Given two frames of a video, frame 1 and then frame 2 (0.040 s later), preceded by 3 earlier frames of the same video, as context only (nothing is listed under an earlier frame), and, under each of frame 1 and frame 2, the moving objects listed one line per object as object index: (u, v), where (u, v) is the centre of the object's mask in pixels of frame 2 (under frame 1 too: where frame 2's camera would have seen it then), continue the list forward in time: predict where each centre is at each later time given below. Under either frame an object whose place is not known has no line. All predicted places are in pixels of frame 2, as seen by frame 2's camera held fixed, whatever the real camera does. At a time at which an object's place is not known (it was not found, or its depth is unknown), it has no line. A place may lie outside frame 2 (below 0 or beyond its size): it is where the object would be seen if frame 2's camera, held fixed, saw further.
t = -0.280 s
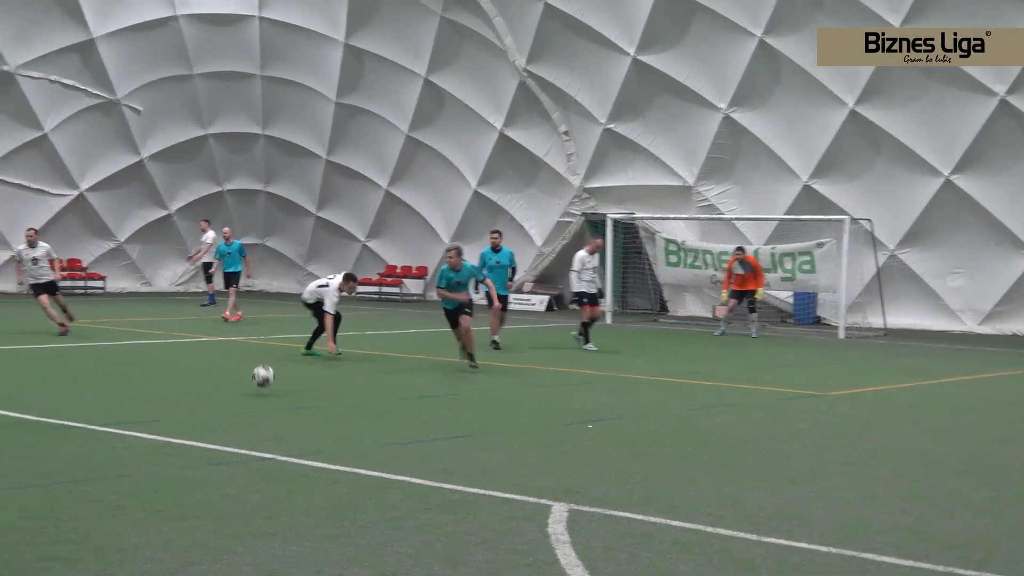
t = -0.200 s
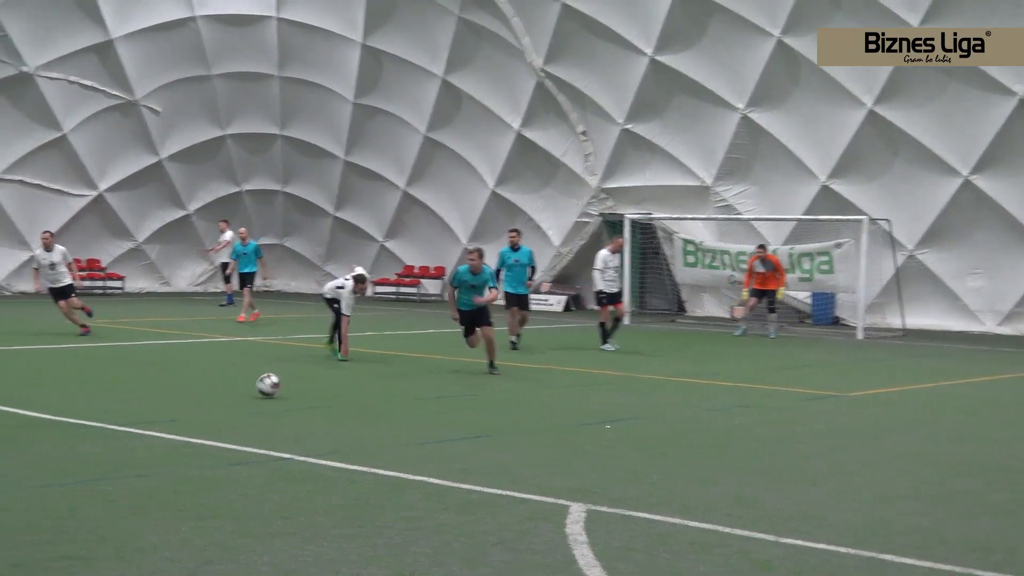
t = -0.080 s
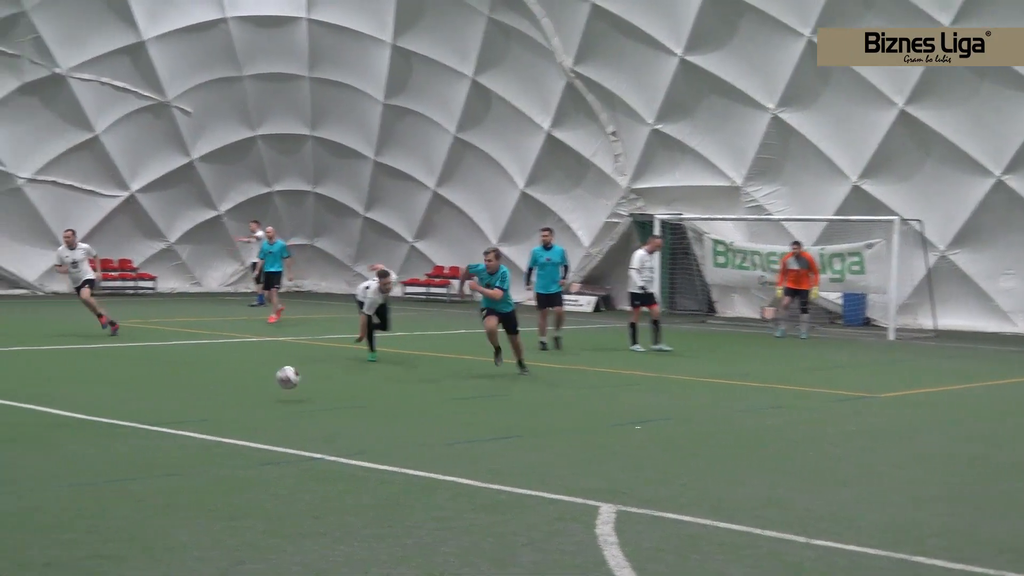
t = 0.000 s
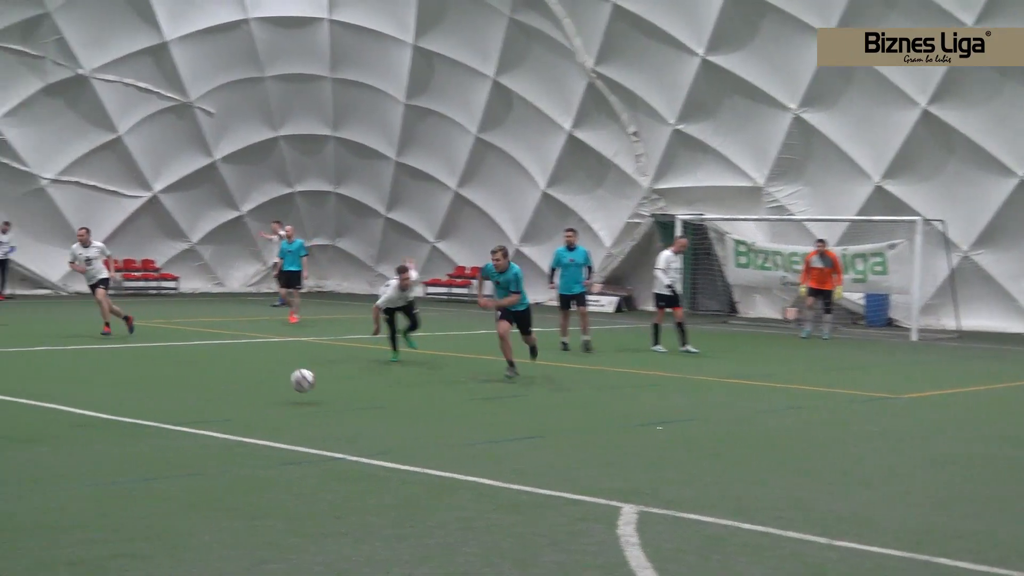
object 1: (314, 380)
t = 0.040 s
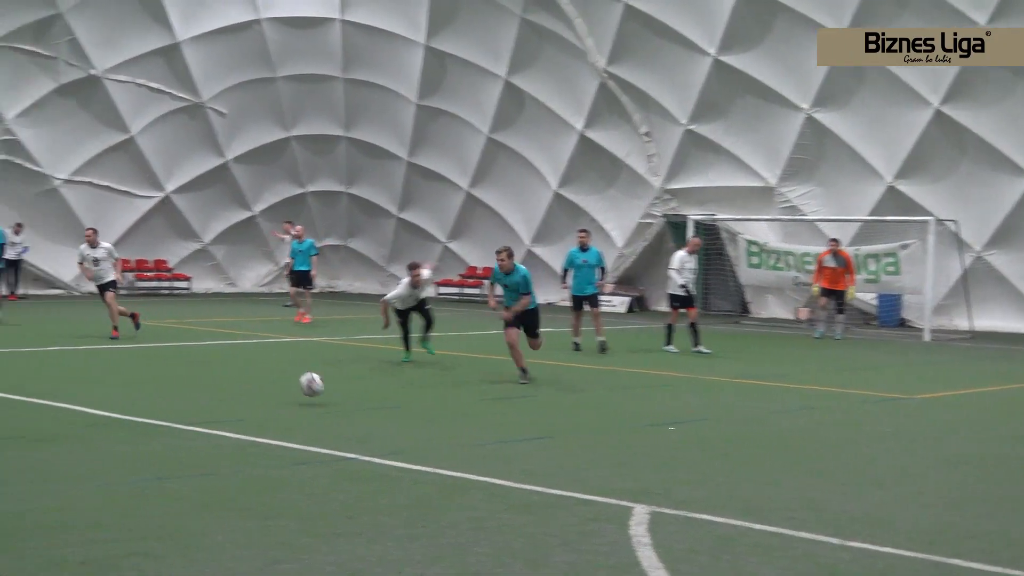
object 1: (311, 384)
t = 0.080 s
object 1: (308, 390)
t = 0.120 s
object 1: (305, 395)
